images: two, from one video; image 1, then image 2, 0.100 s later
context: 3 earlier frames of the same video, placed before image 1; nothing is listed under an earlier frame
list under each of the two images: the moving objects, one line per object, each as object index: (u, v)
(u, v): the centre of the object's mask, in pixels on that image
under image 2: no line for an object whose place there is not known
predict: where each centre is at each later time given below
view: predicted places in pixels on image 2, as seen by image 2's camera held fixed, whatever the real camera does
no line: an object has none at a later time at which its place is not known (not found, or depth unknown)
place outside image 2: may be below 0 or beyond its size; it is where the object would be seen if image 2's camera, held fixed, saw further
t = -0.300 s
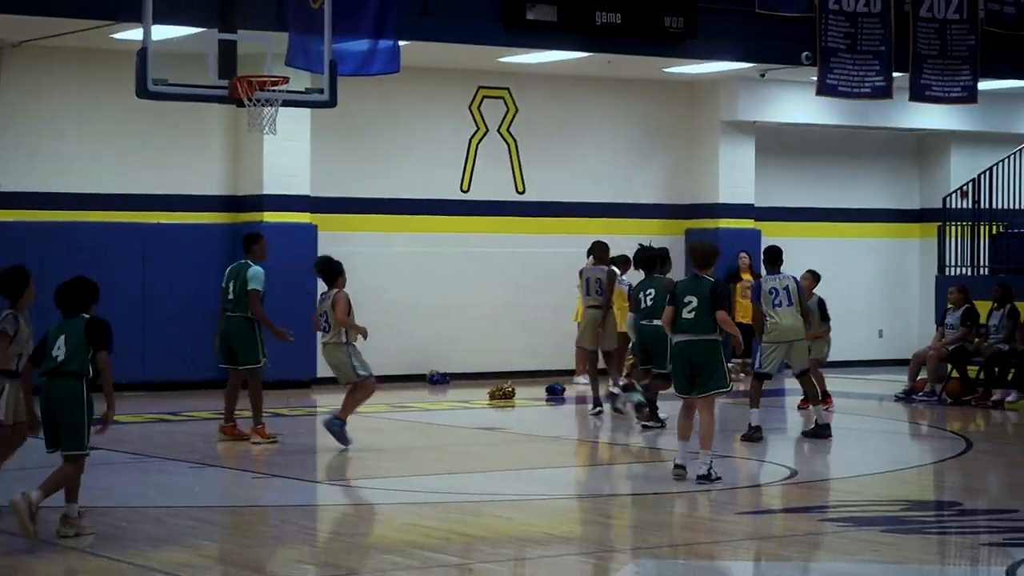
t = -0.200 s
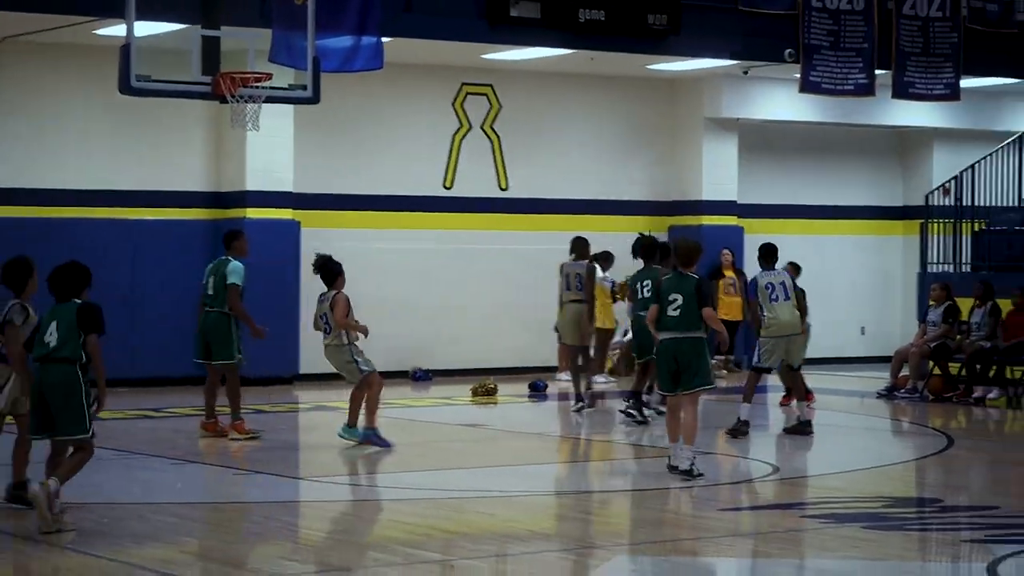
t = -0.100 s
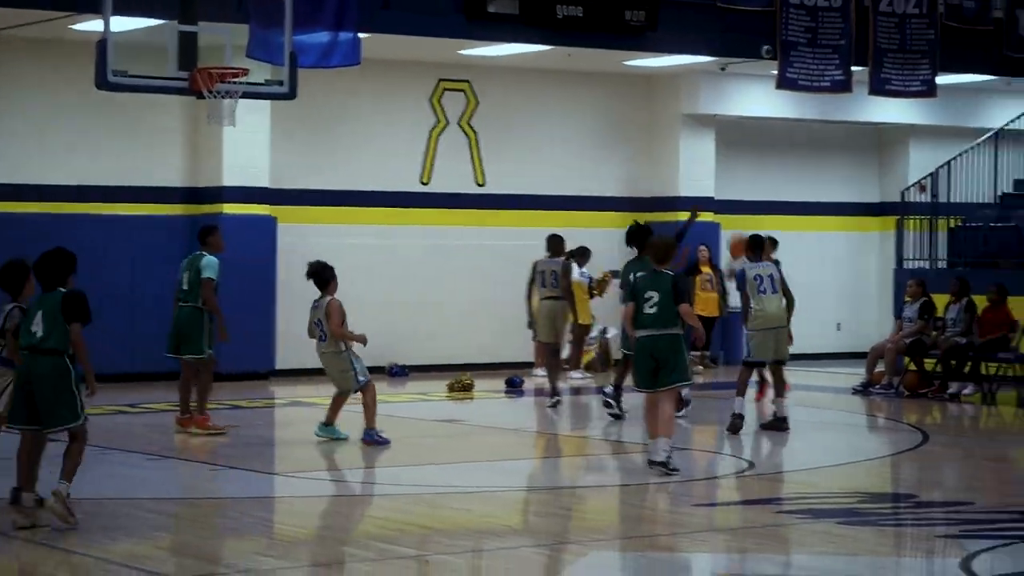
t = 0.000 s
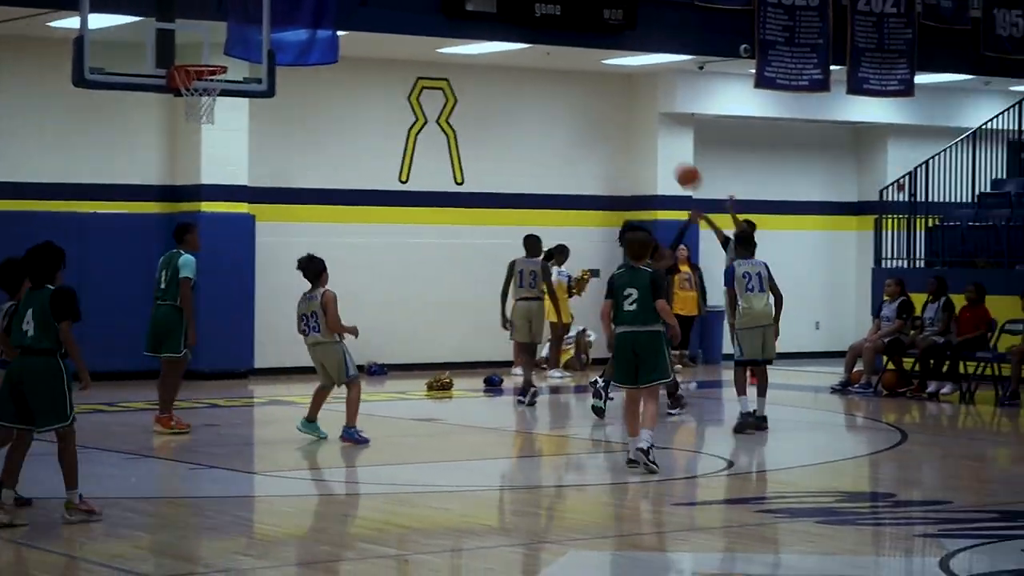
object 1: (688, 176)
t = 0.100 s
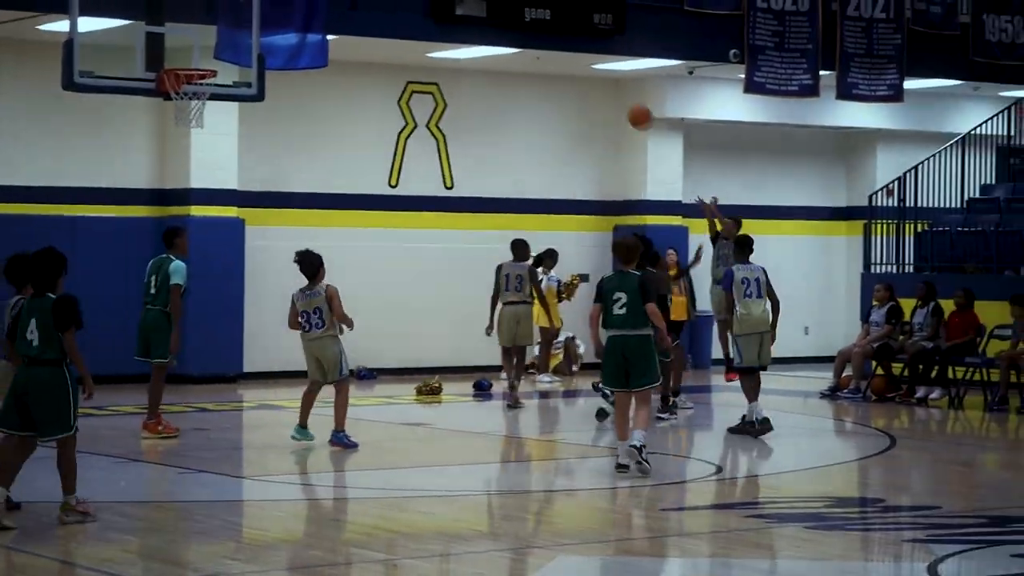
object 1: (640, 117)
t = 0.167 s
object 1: (613, 78)
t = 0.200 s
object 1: (600, 58)
